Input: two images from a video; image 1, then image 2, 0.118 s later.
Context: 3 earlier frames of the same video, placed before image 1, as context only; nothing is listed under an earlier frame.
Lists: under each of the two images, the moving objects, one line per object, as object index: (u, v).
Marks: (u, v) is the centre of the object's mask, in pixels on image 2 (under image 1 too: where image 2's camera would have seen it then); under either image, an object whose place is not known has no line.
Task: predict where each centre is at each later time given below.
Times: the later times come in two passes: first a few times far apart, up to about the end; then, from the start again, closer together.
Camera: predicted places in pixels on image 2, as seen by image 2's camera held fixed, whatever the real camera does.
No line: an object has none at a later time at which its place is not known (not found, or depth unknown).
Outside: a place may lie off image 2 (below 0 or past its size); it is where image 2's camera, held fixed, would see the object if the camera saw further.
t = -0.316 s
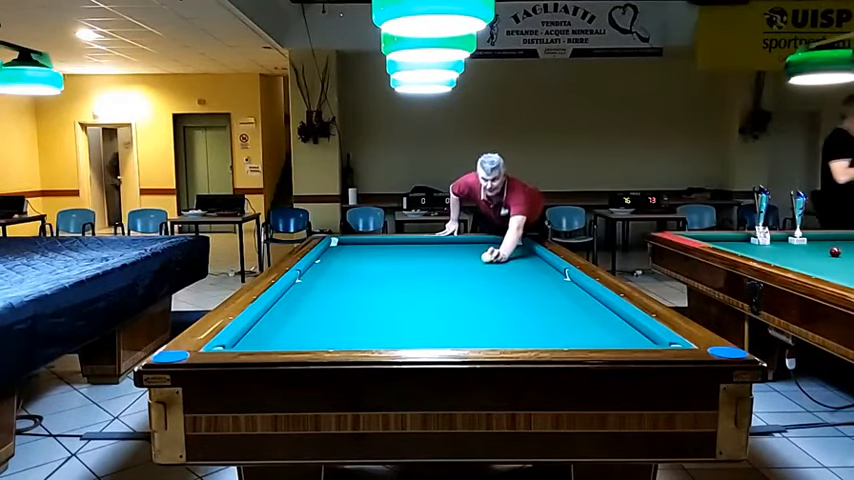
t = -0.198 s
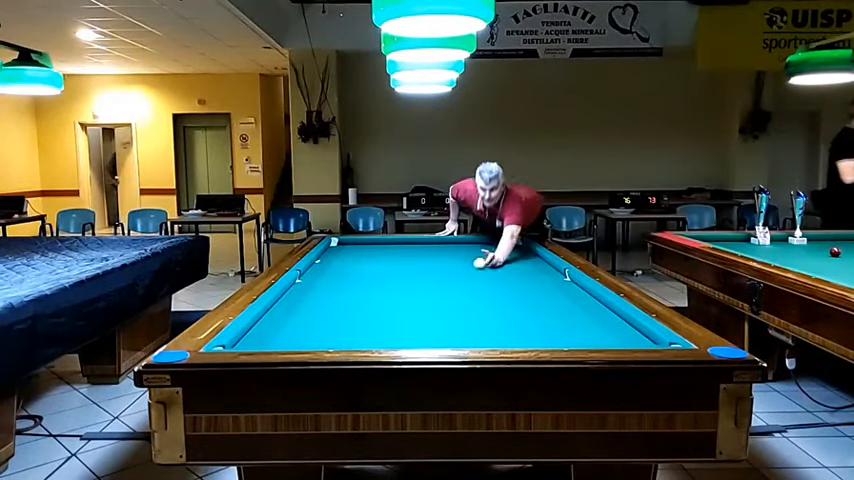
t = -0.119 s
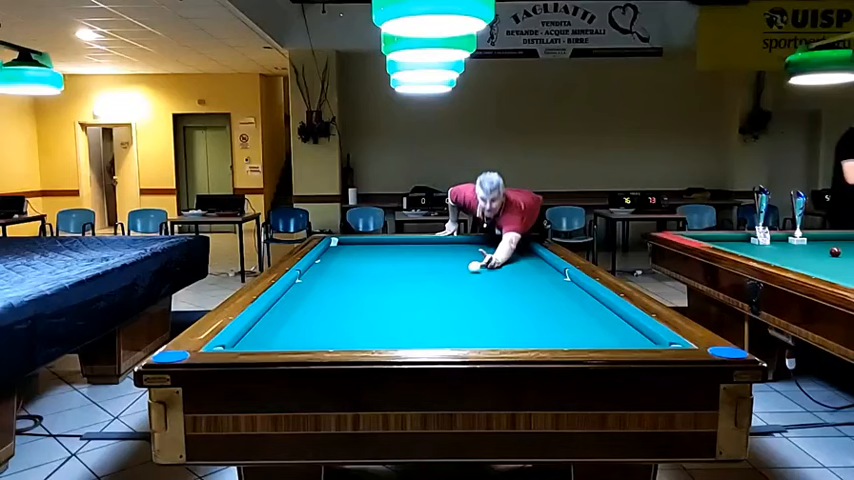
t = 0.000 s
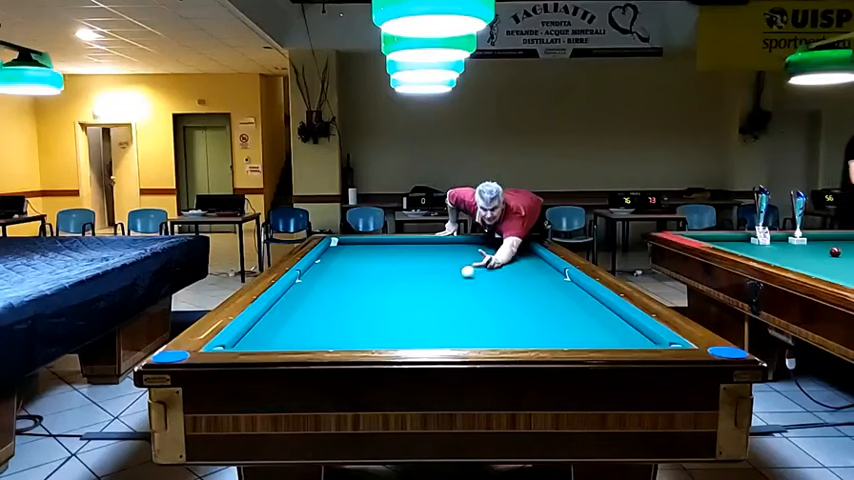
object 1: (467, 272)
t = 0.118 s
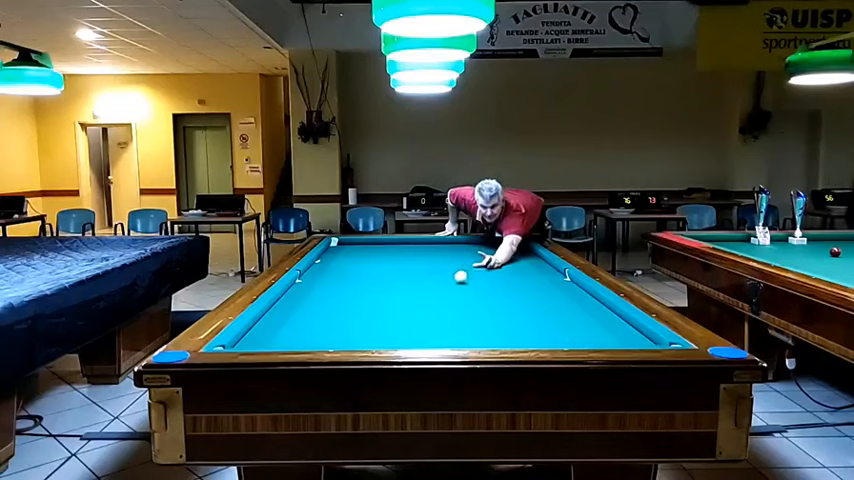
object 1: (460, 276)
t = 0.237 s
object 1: (453, 282)
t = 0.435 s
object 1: (439, 293)
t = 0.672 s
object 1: (419, 307)
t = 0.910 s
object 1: (394, 326)
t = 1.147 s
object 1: (362, 343)
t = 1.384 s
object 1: (348, 333)
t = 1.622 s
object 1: (336, 321)
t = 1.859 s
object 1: (325, 311)
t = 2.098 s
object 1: (316, 302)
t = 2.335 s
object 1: (308, 294)
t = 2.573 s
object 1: (301, 287)
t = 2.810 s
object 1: (302, 281)
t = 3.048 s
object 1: (311, 276)
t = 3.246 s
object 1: (318, 272)
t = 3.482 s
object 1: (326, 268)
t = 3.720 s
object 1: (333, 264)
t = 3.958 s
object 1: (339, 261)
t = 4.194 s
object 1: (346, 258)
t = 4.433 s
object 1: (351, 255)
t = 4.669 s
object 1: (356, 252)
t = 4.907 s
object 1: (362, 249)
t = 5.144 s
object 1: (367, 247)
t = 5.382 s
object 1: (371, 245)
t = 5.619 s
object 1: (375, 243)
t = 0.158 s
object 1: (458, 278)
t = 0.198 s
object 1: (455, 280)
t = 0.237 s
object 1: (453, 282)
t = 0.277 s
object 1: (450, 284)
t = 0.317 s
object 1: (447, 286)
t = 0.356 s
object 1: (445, 288)
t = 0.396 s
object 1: (442, 290)
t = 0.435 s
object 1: (439, 293)
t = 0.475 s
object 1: (436, 295)
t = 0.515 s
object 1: (433, 297)
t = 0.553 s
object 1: (429, 300)
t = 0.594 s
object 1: (426, 302)
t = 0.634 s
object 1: (422, 305)
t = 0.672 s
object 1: (419, 307)
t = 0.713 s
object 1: (415, 310)
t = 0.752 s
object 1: (411, 313)
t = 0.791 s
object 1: (407, 316)
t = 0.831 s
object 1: (403, 320)
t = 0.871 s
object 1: (398, 323)
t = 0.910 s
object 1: (394, 326)
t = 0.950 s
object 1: (389, 330)
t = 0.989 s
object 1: (384, 334)
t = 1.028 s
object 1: (379, 336)
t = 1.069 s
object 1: (374, 338)
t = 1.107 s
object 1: (368, 341)
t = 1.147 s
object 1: (362, 343)
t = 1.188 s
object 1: (360, 341)
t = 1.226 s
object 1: (358, 339)
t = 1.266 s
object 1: (355, 338)
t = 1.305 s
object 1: (353, 336)
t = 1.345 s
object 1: (351, 335)
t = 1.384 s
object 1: (348, 333)
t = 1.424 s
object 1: (346, 331)
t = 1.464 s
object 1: (344, 329)
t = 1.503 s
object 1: (342, 327)
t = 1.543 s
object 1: (339, 325)
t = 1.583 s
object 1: (338, 323)
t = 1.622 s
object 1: (336, 321)
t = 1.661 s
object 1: (334, 319)
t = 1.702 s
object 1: (332, 317)
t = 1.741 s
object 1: (330, 316)
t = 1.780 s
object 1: (328, 314)
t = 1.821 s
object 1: (327, 312)
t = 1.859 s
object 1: (325, 311)
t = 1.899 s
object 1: (323, 309)
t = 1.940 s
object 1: (322, 307)
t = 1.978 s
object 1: (320, 306)
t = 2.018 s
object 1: (319, 305)
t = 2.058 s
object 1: (317, 303)
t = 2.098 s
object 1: (316, 302)
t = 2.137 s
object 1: (314, 300)
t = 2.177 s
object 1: (313, 299)
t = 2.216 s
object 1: (312, 298)
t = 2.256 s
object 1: (310, 296)
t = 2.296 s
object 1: (309, 295)
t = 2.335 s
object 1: (308, 294)
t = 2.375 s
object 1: (307, 292)
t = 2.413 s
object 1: (306, 292)
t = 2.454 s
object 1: (304, 290)
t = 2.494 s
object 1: (303, 289)
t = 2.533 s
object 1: (302, 288)
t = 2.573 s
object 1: (301, 287)
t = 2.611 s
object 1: (300, 286)
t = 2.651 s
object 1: (299, 285)
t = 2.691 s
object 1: (298, 283)
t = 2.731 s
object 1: (298, 282)
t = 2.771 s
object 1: (300, 281)
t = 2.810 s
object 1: (302, 281)
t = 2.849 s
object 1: (303, 280)
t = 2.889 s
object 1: (305, 279)
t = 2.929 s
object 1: (307, 278)
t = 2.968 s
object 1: (308, 277)
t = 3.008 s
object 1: (310, 276)
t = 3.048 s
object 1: (311, 276)
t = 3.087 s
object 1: (313, 275)
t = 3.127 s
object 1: (314, 274)
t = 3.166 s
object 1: (315, 273)
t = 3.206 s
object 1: (317, 273)
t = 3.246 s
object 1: (318, 272)
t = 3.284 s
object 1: (320, 271)
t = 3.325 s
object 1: (321, 270)
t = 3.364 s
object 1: (322, 270)
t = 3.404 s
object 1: (324, 269)
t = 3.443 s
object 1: (325, 268)
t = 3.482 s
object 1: (326, 268)
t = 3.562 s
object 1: (328, 267)
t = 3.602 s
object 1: (329, 266)
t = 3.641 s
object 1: (330, 266)
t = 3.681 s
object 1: (331, 265)
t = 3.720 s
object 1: (333, 264)
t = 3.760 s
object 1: (334, 264)
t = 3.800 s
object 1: (335, 263)
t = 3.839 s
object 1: (336, 263)
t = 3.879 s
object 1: (337, 262)
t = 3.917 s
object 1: (338, 261)
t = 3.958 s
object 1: (339, 261)
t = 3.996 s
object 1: (340, 260)
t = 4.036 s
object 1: (342, 260)
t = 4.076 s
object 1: (343, 259)
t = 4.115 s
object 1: (344, 259)
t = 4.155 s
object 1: (345, 258)
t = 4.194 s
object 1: (346, 258)
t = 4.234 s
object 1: (346, 257)
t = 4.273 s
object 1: (348, 257)
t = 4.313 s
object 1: (348, 256)
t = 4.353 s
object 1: (349, 256)
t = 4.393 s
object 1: (350, 255)
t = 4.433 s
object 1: (351, 255)
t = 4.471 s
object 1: (352, 254)
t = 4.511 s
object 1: (353, 254)
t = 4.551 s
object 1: (354, 253)
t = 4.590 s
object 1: (355, 253)
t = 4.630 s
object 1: (356, 252)
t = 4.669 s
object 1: (356, 252)
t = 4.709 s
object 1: (357, 251)
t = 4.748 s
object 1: (358, 251)
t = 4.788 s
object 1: (359, 250)
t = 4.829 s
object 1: (360, 250)
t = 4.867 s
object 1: (361, 250)
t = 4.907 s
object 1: (362, 249)
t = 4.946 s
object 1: (363, 249)
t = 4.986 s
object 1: (363, 249)
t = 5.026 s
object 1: (364, 248)
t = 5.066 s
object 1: (365, 248)
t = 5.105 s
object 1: (366, 248)
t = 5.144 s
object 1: (367, 247)
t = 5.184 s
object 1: (367, 247)
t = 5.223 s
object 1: (368, 247)
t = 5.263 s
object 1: (369, 246)
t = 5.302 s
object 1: (369, 246)
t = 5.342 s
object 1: (370, 245)
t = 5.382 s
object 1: (371, 245)
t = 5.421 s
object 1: (372, 245)
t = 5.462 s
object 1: (372, 244)
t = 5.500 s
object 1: (373, 244)
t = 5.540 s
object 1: (374, 244)
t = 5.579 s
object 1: (375, 243)
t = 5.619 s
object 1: (375, 243)
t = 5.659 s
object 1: (376, 243)
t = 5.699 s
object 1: (376, 242)
